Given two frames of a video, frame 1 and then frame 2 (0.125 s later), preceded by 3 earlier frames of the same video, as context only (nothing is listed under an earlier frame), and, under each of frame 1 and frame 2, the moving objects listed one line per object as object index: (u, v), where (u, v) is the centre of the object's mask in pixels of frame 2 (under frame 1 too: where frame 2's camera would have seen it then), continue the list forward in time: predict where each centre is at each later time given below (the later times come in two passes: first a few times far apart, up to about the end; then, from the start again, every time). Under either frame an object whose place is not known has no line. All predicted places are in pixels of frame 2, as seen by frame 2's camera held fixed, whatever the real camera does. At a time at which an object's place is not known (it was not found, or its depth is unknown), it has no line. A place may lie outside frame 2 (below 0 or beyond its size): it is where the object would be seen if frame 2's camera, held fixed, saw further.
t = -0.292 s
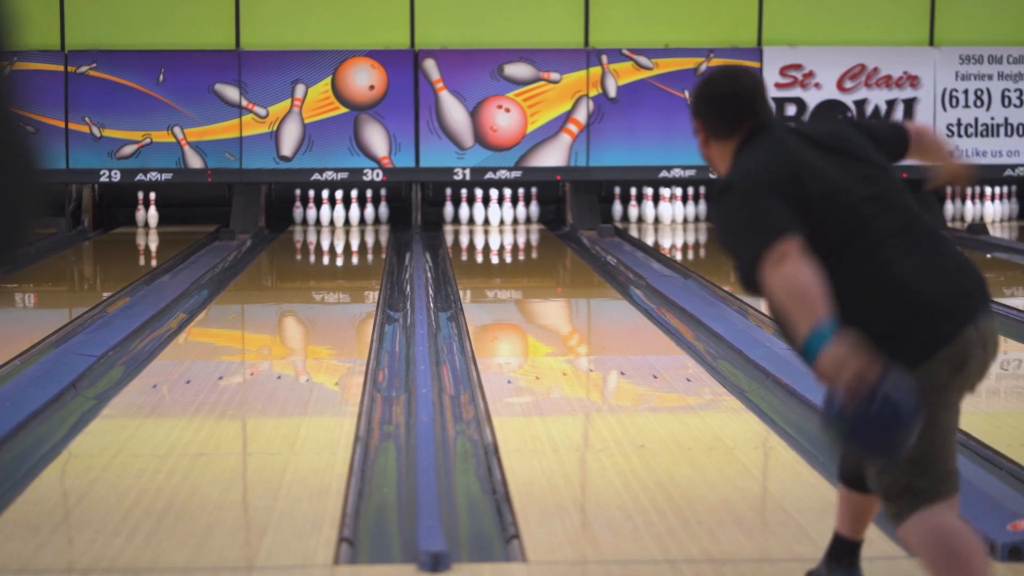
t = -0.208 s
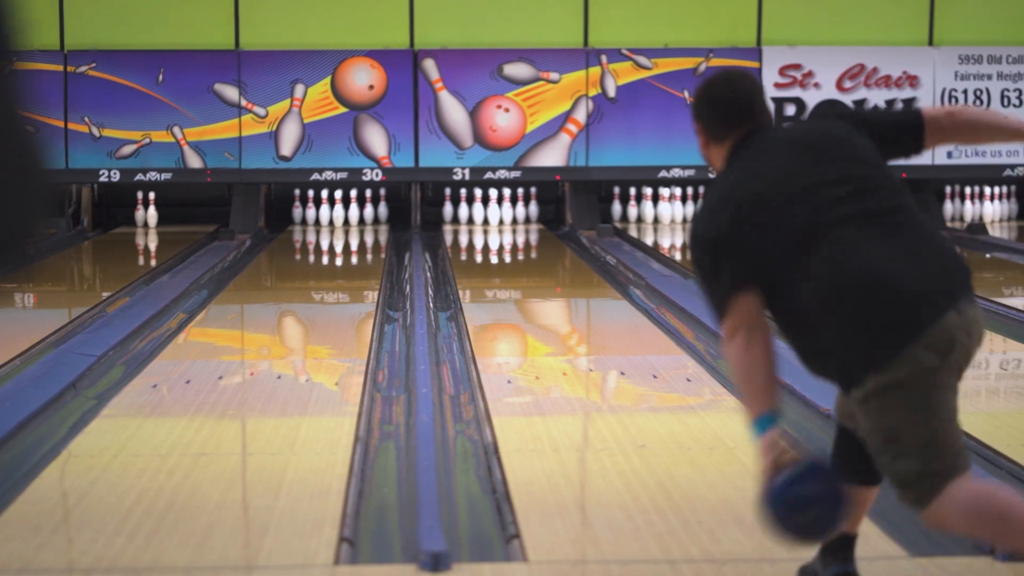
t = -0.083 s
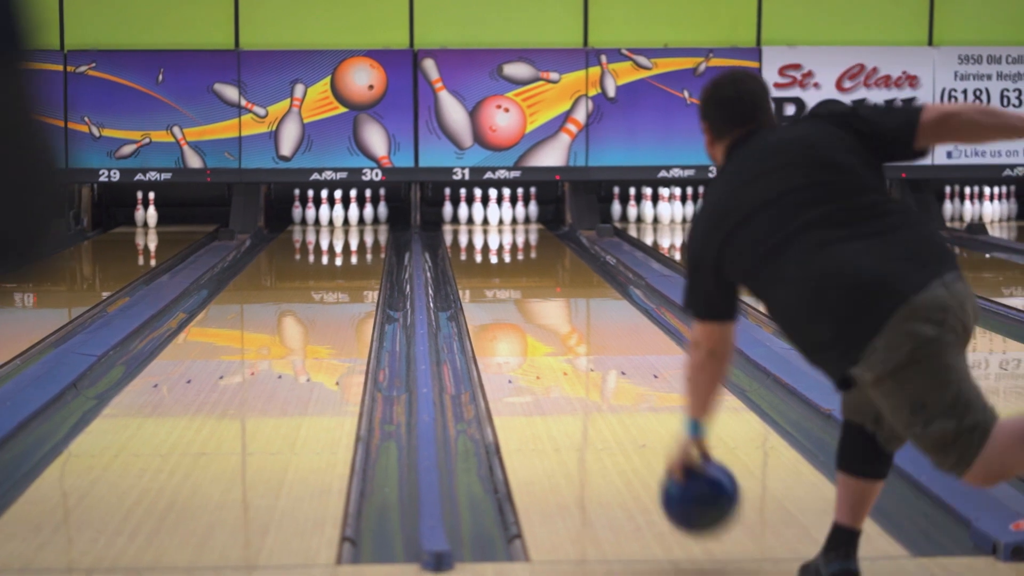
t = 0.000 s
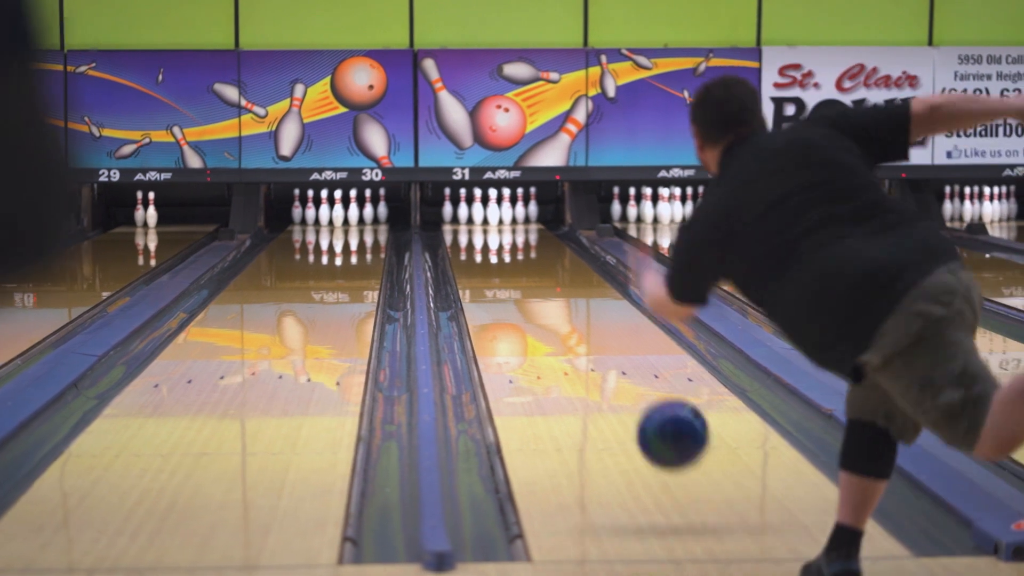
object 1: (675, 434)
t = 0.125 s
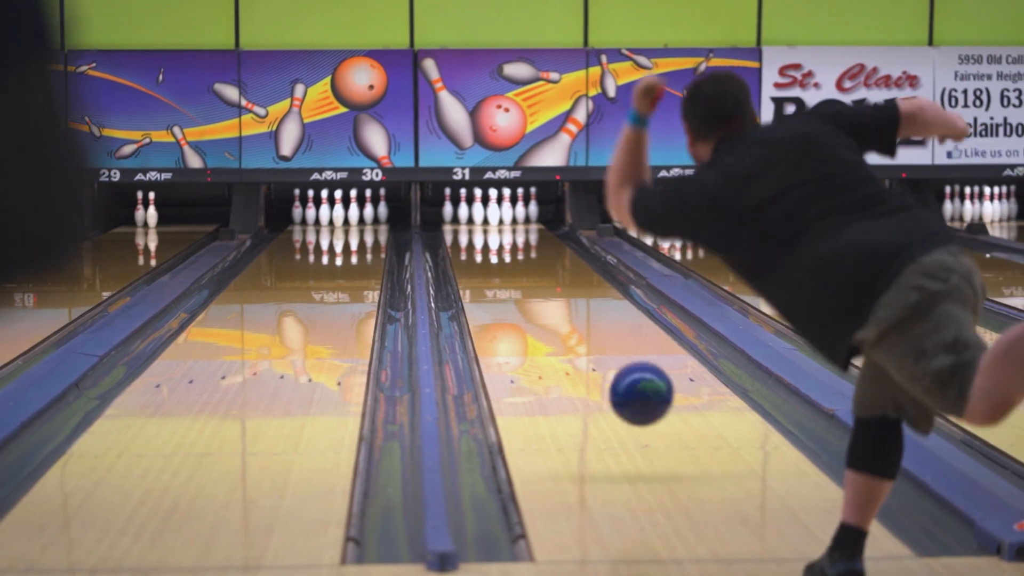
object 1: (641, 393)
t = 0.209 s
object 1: (623, 395)
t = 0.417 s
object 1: (586, 375)
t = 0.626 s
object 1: (560, 340)
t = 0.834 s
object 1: (540, 313)
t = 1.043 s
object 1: (525, 292)
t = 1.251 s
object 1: (512, 275)
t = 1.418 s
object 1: (505, 263)
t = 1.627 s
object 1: (496, 251)
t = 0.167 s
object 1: (632, 392)
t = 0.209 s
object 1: (623, 395)
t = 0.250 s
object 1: (615, 402)
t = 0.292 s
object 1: (607, 400)
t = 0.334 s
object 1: (599, 390)
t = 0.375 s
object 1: (593, 383)
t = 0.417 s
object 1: (586, 375)
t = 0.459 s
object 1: (581, 367)
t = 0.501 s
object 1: (575, 360)
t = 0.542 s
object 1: (570, 353)
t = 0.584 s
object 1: (565, 346)
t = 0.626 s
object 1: (560, 340)
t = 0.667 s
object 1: (556, 334)
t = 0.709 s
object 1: (552, 329)
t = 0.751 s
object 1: (548, 324)
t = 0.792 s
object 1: (544, 318)
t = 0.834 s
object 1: (540, 313)
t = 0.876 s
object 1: (537, 309)
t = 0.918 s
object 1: (534, 304)
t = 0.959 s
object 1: (531, 300)
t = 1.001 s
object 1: (528, 296)
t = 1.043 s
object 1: (525, 292)
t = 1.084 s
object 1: (522, 289)
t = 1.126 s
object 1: (520, 285)
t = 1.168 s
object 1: (517, 282)
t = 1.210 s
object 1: (515, 278)
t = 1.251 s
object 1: (512, 275)
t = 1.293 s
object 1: (510, 272)
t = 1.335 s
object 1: (508, 269)
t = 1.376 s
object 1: (506, 266)
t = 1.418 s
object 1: (505, 263)
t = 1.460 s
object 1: (503, 261)
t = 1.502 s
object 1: (501, 258)
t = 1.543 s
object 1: (499, 256)
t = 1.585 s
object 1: (497, 253)
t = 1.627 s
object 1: (496, 251)
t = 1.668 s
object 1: (495, 249)
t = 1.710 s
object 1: (493, 247)
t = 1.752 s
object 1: (492, 244)
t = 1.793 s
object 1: (490, 242)
